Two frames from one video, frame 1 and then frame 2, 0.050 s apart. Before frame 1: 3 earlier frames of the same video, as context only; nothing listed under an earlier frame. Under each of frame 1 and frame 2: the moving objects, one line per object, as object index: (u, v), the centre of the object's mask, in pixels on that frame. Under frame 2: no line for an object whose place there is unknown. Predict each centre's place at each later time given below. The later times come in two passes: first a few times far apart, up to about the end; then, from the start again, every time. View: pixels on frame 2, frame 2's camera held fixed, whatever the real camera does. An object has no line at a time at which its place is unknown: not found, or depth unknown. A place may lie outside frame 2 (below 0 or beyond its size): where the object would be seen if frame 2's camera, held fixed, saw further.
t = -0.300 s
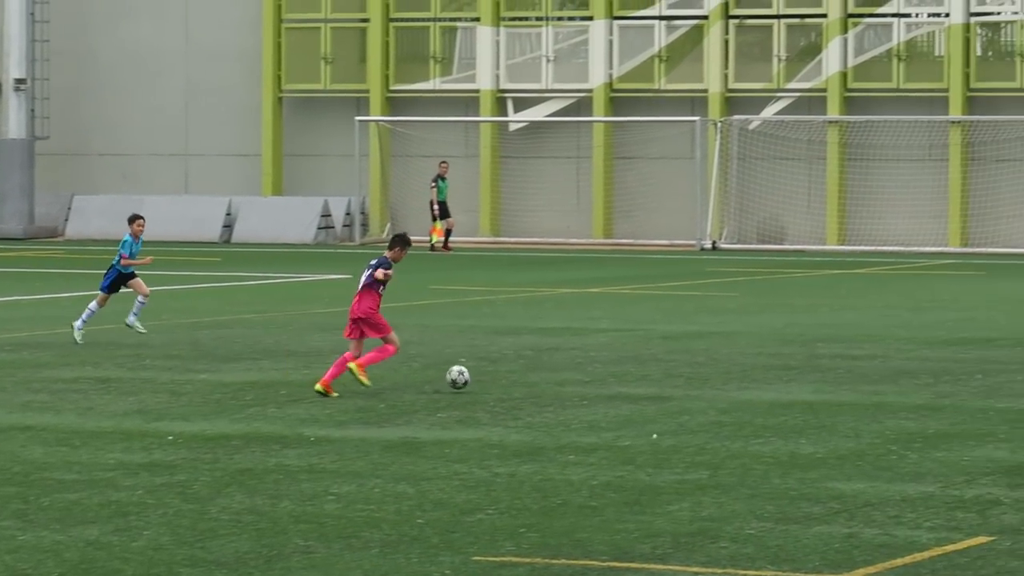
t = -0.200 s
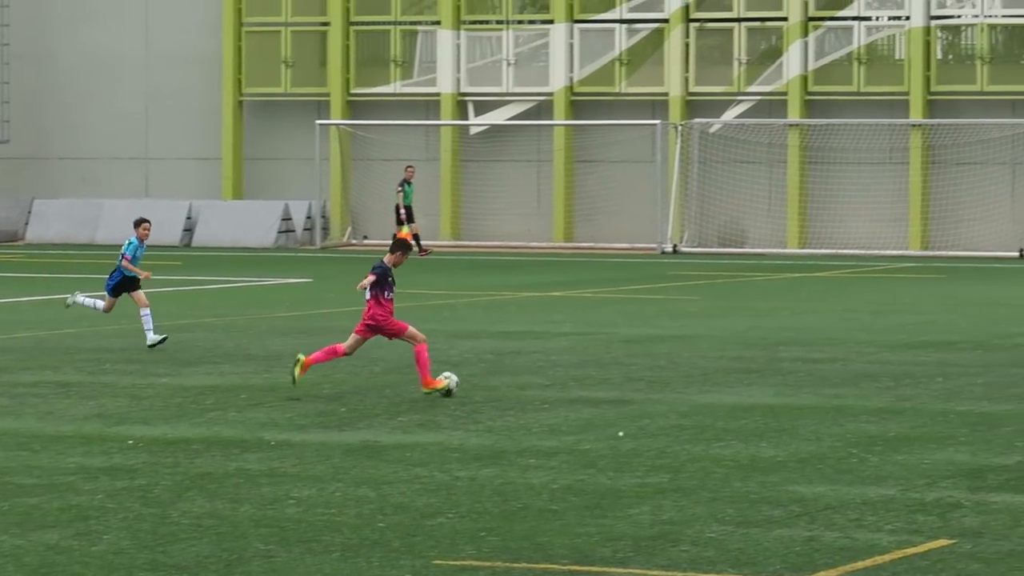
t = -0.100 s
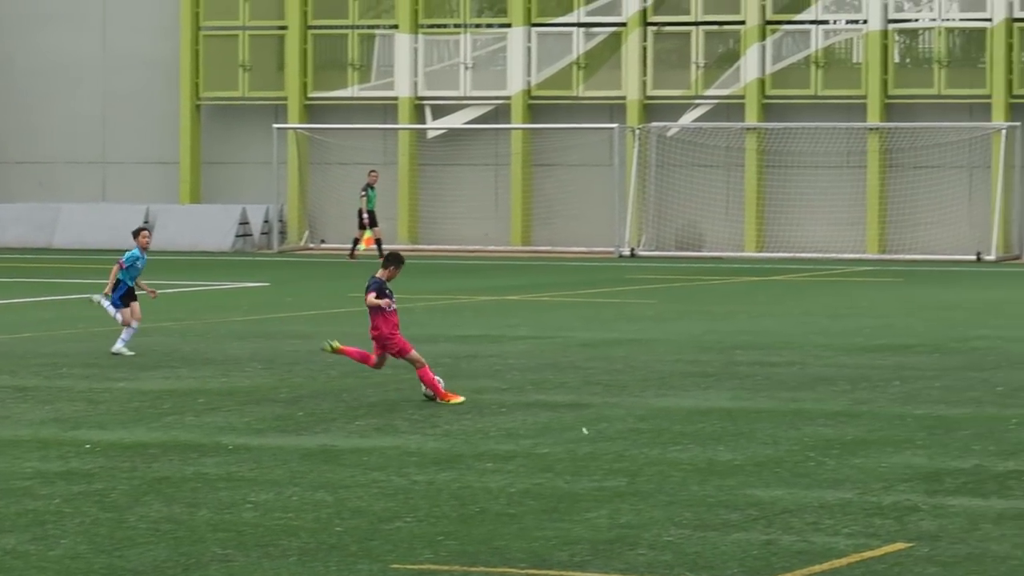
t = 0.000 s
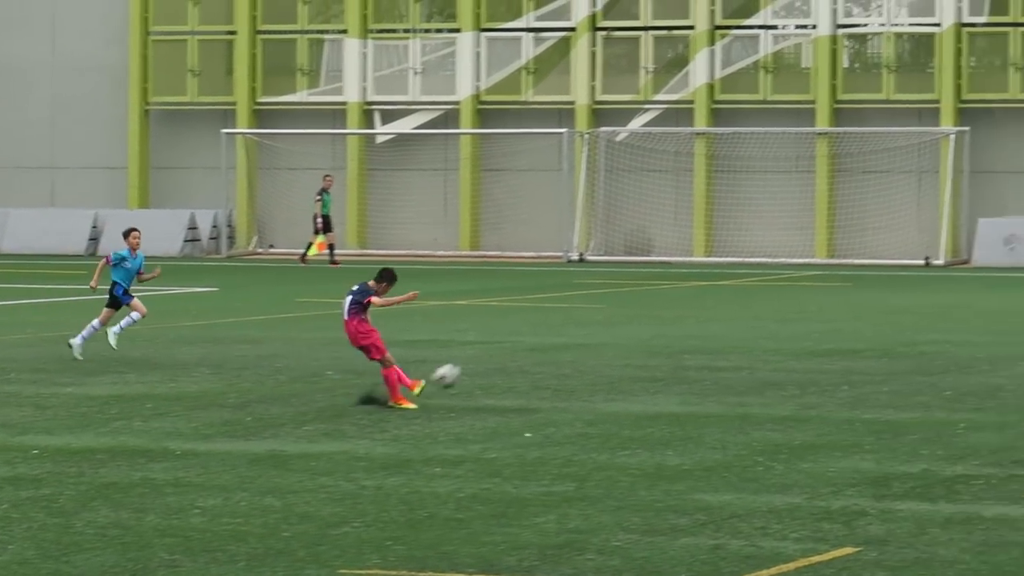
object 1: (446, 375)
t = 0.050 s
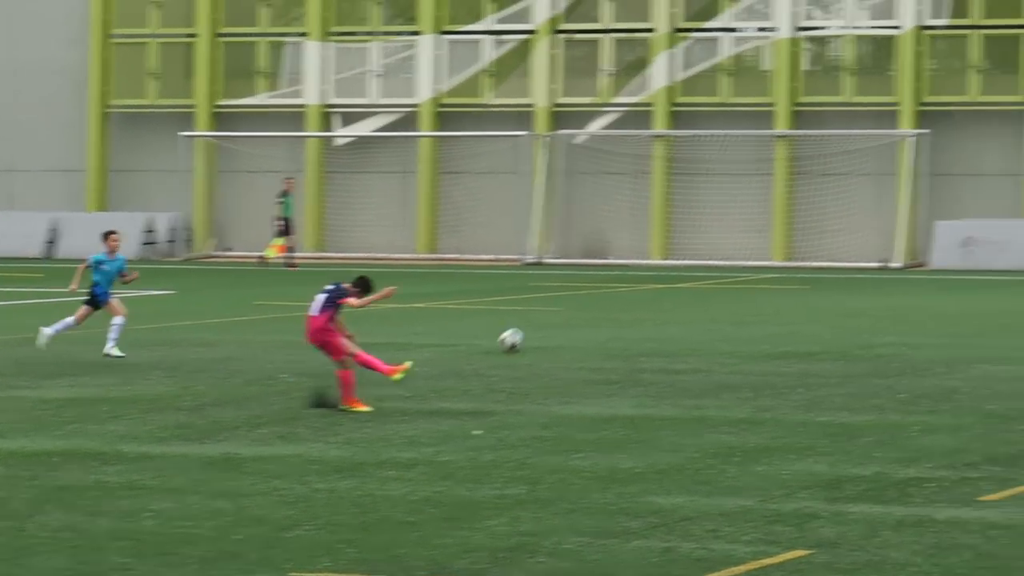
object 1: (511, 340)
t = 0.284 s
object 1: (1026, 205)
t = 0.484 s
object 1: (1529, 130)
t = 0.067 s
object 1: (548, 329)
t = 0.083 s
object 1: (583, 317)
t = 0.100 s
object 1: (619, 306)
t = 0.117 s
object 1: (654, 296)
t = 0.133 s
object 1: (690, 286)
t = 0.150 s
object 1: (725, 276)
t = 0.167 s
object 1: (762, 266)
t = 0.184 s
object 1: (799, 256)
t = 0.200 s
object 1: (836, 247)
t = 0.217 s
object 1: (874, 238)
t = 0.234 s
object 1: (911, 230)
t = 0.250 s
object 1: (950, 221)
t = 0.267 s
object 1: (987, 213)
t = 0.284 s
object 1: (1026, 205)
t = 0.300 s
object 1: (1065, 198)
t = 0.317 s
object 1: (1104, 190)
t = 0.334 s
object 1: (1144, 183)
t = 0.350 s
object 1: (1184, 177)
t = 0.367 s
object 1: (1225, 170)
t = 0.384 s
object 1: (1266, 164)
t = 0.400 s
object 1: (1309, 157)
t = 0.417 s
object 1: (1352, 151)
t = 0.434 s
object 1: (1396, 145)
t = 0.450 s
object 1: (1440, 140)
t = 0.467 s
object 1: (1484, 134)
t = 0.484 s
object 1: (1529, 130)
